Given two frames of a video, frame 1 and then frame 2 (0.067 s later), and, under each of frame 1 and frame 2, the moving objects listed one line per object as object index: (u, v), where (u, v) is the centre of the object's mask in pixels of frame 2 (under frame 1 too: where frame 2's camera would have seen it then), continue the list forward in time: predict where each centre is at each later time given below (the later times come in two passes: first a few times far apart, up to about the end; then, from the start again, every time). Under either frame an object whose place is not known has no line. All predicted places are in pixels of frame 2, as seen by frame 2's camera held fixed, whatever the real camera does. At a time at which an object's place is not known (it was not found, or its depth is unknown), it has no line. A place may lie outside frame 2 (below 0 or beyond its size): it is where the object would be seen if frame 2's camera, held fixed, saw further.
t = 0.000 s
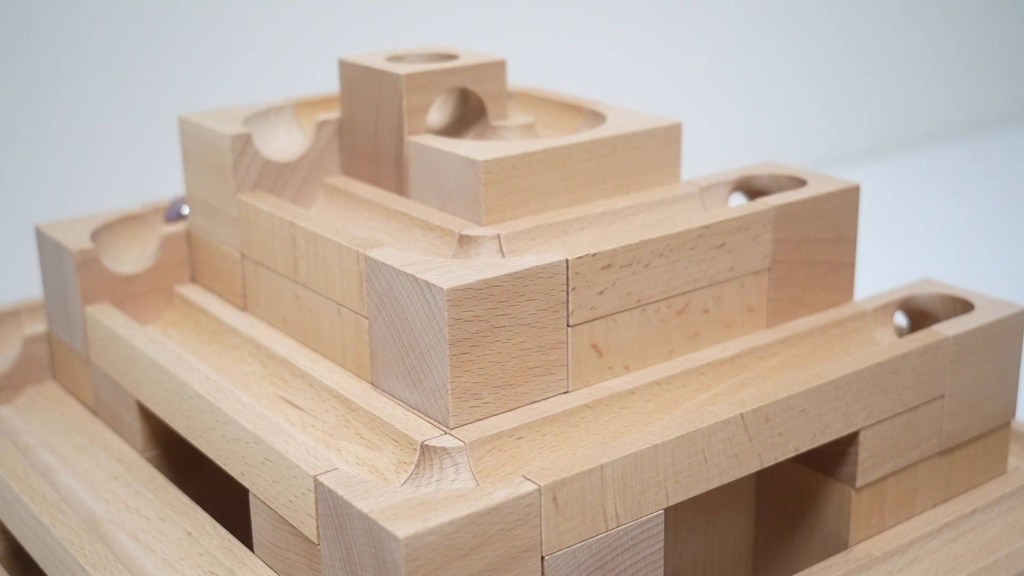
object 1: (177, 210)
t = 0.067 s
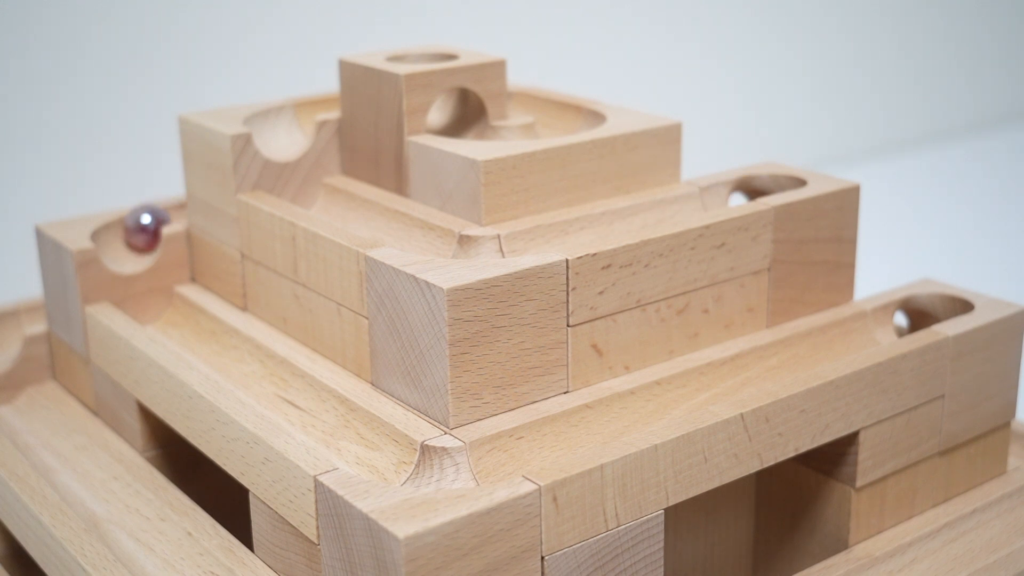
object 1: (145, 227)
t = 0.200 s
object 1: (133, 255)
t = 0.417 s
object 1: (202, 338)
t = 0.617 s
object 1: (244, 372)
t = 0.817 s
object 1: (302, 407)
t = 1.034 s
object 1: (356, 447)
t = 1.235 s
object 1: (439, 467)
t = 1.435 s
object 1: (521, 453)
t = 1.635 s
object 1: (584, 430)
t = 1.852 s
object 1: (643, 409)
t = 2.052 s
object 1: (692, 392)
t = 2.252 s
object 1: (735, 377)
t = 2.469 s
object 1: (777, 364)
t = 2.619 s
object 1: (800, 355)
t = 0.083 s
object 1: (138, 231)
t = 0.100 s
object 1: (131, 234)
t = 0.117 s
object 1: (125, 237)
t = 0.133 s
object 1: (122, 240)
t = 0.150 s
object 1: (122, 242)
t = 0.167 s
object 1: (123, 245)
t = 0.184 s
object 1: (127, 249)
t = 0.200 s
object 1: (133, 255)
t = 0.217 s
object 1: (141, 281)
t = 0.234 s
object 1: (148, 296)
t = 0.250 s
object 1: (158, 313)
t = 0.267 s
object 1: (171, 313)
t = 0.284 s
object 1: (175, 312)
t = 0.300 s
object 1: (177, 315)
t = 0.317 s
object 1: (179, 322)
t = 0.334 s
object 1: (176, 326)
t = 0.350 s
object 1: (176, 326)
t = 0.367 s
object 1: (179, 328)
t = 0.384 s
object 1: (185, 333)
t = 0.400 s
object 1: (194, 336)
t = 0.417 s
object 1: (202, 338)
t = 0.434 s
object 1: (207, 340)
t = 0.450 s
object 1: (209, 344)
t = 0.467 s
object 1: (210, 347)
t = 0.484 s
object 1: (210, 349)
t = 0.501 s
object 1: (212, 351)
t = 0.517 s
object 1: (218, 355)
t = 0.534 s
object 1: (226, 358)
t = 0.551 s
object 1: (234, 360)
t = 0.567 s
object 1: (239, 362)
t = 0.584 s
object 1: (243, 366)
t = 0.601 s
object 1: (244, 370)
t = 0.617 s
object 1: (244, 372)
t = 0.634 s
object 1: (247, 375)
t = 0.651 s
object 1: (252, 378)
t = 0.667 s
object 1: (259, 381)
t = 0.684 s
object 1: (267, 384)
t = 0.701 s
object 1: (273, 386)
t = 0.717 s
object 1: (277, 389)
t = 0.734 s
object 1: (278, 393)
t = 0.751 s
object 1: (279, 396)
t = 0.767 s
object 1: (281, 398)
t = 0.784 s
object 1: (286, 401)
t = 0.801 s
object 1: (294, 405)
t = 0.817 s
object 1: (302, 407)
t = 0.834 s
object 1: (308, 410)
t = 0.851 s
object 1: (312, 413)
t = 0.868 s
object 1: (314, 417)
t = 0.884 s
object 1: (315, 420)
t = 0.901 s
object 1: (318, 423)
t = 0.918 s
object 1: (323, 426)
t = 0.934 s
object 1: (331, 430)
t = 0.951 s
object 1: (339, 432)
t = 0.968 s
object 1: (344, 434)
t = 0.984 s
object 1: (349, 438)
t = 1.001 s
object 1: (351, 442)
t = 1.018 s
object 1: (353, 445)
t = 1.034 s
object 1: (356, 447)
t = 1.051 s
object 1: (361, 450)
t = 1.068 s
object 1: (369, 453)
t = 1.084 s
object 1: (377, 455)
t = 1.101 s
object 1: (383, 457)
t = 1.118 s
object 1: (388, 459)
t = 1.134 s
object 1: (392, 462)
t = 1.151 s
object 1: (396, 464)
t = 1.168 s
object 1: (401, 465)
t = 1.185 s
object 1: (409, 467)
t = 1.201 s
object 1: (419, 468)
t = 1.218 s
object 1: (429, 468)
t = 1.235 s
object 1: (439, 467)
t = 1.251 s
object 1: (448, 468)
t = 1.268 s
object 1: (457, 468)
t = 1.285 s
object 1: (465, 468)
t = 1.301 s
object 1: (473, 467)
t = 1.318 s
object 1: (480, 466)
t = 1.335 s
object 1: (486, 464)
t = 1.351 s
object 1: (491, 461)
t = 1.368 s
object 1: (495, 459)
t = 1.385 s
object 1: (501, 458)
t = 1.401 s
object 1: (507, 456)
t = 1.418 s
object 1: (514, 454)
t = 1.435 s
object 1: (521, 453)
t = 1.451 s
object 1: (527, 451)
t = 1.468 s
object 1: (532, 449)
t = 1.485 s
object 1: (537, 447)
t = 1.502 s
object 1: (542, 445)
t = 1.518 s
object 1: (546, 443)
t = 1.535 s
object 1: (551, 441)
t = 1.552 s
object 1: (557, 439)
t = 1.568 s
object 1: (563, 437)
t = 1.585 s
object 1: (569, 435)
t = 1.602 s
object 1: (574, 434)
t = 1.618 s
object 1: (580, 432)
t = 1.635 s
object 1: (584, 430)
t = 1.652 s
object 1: (588, 428)
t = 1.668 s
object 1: (593, 427)
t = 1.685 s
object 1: (597, 425)
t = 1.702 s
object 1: (602, 423)
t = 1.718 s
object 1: (607, 422)
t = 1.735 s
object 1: (612, 420)
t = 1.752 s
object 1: (618, 419)
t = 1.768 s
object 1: (623, 417)
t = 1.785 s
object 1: (628, 416)
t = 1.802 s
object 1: (632, 414)
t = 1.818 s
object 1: (636, 412)
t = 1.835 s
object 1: (639, 411)
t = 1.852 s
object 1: (643, 409)
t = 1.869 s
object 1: (647, 408)
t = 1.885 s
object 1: (652, 406)
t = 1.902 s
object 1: (657, 405)
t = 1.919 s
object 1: (661, 404)
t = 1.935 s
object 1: (666, 402)
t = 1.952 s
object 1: (670, 401)
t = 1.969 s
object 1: (674, 399)
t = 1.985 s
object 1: (678, 398)
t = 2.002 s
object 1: (681, 396)
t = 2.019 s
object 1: (685, 395)
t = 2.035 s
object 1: (688, 394)
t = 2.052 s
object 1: (692, 392)
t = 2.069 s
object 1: (696, 391)
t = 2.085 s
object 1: (701, 390)
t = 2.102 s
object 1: (705, 388)
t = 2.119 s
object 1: (709, 387)
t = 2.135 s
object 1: (713, 386)
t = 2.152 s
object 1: (716, 385)
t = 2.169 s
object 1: (719, 383)
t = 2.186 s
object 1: (722, 382)
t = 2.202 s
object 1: (725, 381)
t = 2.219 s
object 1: (727, 380)
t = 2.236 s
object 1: (731, 379)
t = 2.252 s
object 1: (735, 377)
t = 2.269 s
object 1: (738, 376)
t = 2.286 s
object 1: (742, 375)
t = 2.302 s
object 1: (746, 374)
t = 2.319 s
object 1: (750, 373)
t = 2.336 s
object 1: (752, 372)
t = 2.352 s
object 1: (755, 371)
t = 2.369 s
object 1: (757, 370)
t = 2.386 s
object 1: (760, 369)
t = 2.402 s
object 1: (762, 368)
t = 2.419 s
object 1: (766, 367)
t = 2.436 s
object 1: (770, 365)
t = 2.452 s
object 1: (773, 365)
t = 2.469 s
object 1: (777, 364)
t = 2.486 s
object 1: (780, 363)
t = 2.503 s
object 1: (782, 362)
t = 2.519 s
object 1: (784, 361)
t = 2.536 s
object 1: (786, 360)
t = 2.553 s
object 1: (788, 359)
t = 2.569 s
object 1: (791, 358)
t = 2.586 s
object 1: (793, 357)
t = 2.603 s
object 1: (796, 356)
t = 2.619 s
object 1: (800, 355)
